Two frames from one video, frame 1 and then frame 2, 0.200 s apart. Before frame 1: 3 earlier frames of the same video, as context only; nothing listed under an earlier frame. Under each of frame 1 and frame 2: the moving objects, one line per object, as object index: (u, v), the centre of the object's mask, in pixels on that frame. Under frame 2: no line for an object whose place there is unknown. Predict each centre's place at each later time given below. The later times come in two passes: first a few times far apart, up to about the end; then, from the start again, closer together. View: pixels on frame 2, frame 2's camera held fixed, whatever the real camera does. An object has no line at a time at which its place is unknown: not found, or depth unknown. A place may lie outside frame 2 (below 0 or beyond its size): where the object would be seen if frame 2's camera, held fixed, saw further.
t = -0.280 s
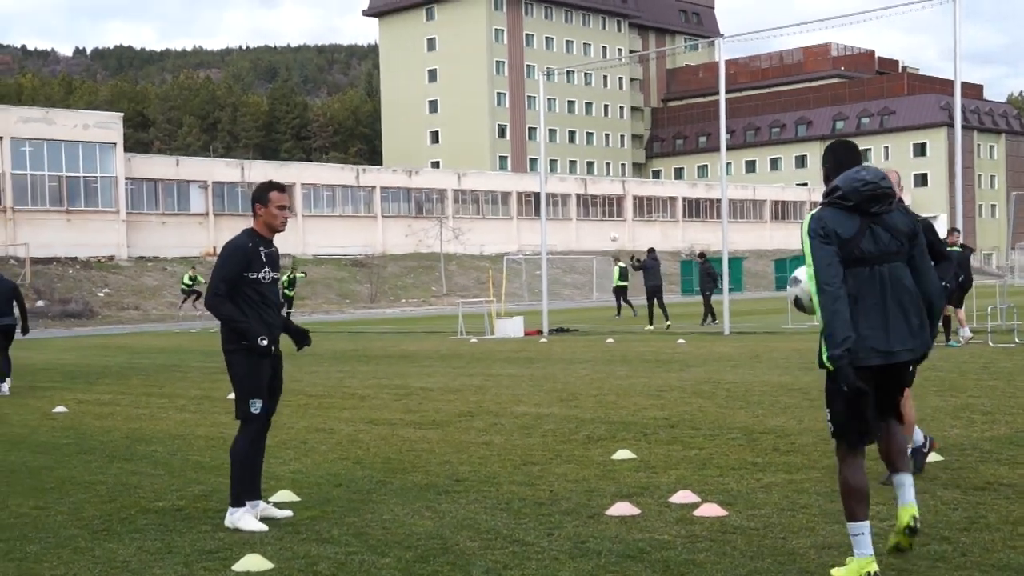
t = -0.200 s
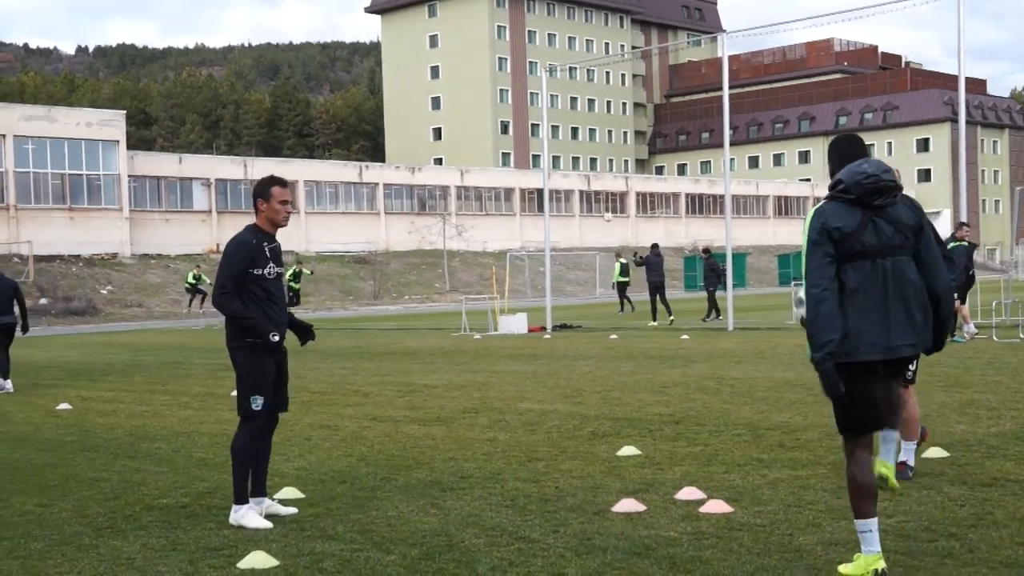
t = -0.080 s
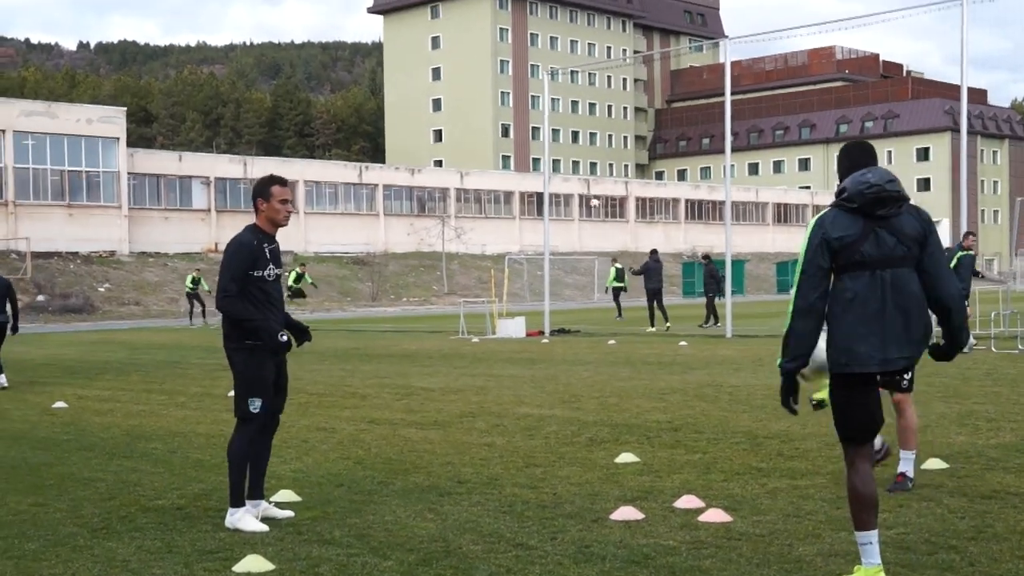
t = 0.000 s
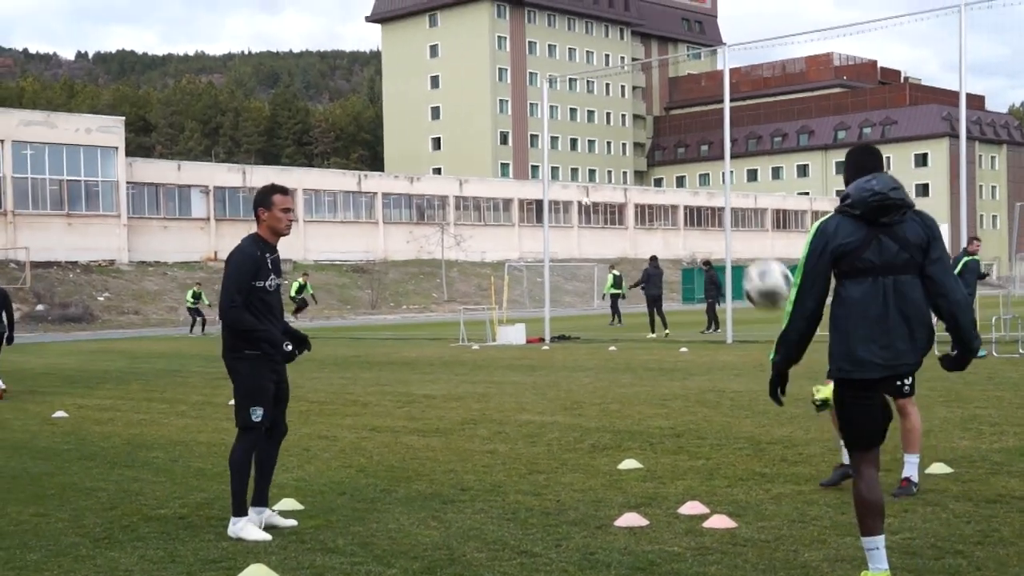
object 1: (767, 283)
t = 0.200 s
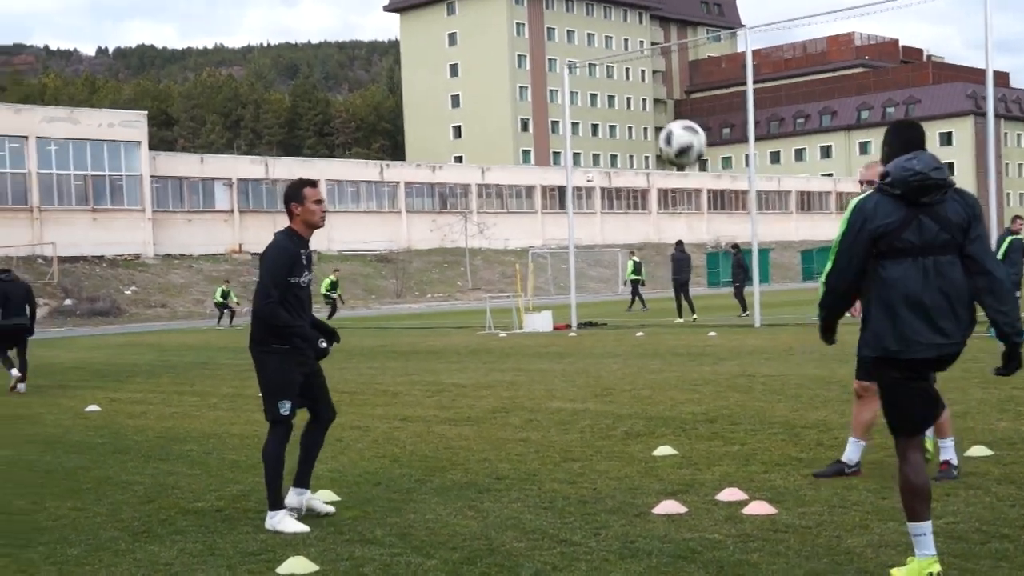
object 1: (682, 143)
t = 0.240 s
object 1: (662, 131)
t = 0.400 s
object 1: (585, 111)
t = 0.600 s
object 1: (505, 157)
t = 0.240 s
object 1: (662, 131)
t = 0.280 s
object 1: (644, 121)
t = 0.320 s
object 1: (623, 115)
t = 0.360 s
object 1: (604, 111)
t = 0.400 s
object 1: (585, 111)
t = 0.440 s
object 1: (567, 114)
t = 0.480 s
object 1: (552, 120)
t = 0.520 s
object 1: (535, 129)
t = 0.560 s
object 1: (521, 140)
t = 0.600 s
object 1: (505, 157)
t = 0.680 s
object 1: (477, 196)
